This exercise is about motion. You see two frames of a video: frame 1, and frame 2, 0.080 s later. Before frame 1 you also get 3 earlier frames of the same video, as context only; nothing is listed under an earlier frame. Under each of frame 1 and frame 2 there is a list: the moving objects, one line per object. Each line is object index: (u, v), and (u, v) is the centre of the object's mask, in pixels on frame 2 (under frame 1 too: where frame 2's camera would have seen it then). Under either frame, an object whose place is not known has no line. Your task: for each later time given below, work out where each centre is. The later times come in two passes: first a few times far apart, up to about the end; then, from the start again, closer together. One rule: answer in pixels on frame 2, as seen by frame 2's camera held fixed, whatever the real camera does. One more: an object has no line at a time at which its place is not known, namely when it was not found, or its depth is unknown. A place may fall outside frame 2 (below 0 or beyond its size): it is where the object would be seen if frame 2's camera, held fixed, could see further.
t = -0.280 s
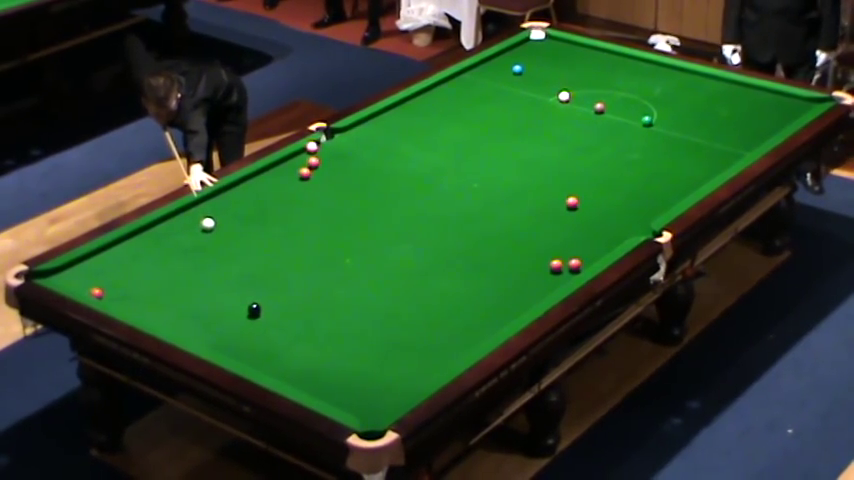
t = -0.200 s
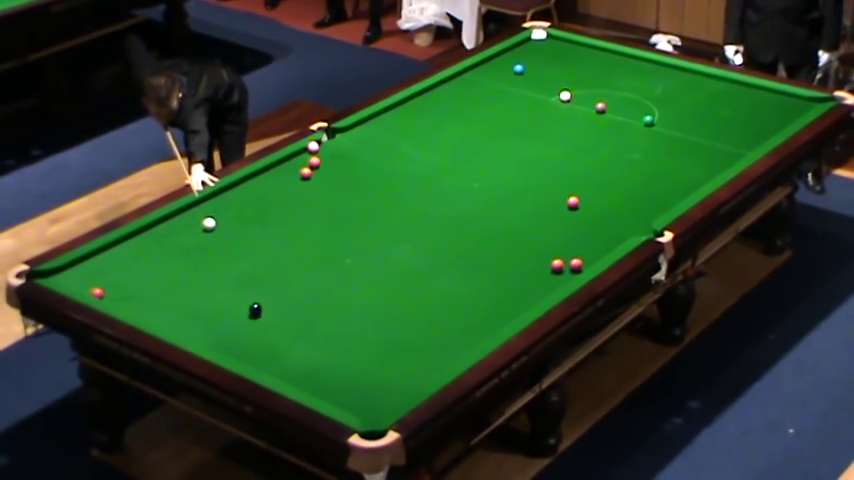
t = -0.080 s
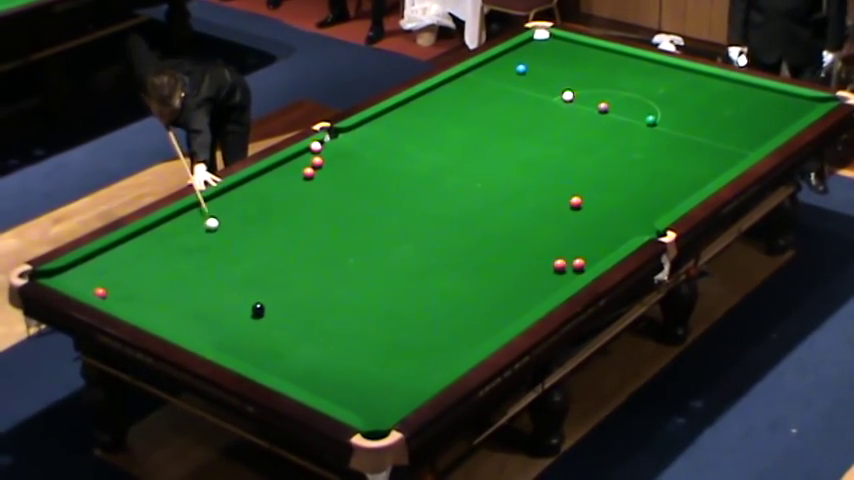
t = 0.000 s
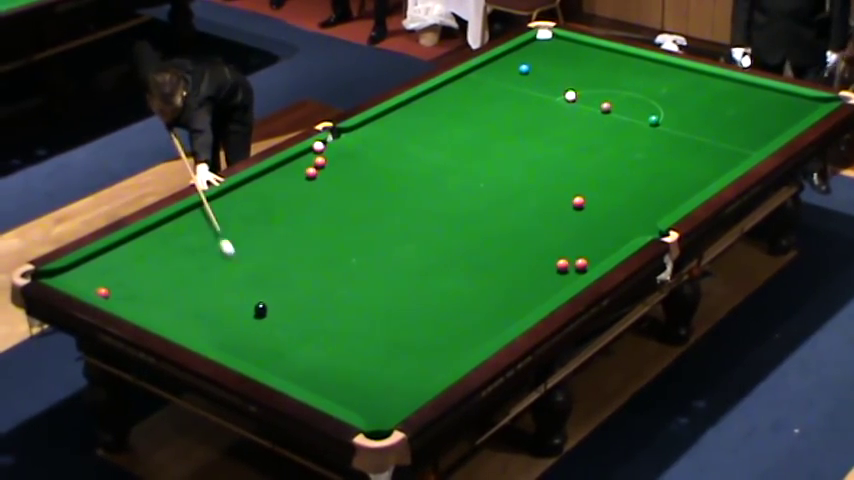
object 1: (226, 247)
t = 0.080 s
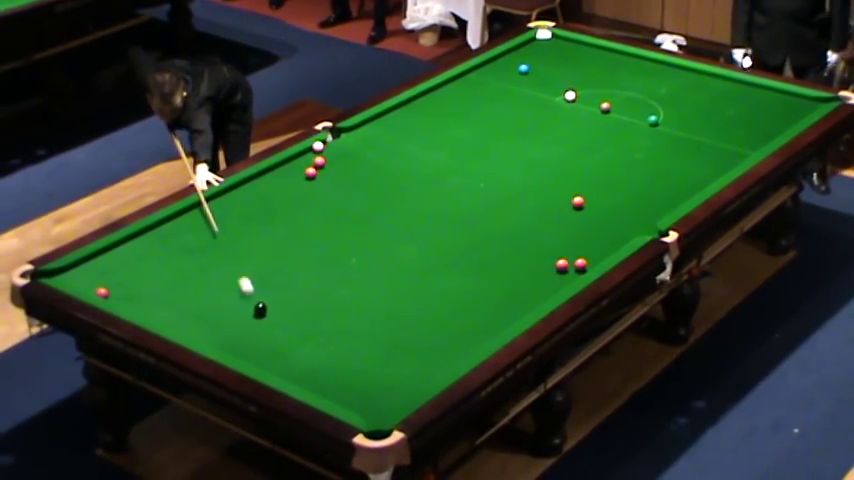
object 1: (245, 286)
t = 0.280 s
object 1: (222, 321)
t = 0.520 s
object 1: (228, 332)
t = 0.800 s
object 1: (295, 324)
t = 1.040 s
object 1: (349, 319)
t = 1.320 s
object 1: (410, 314)
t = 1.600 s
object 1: (468, 309)
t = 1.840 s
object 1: (517, 305)
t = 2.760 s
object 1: (531, 252)
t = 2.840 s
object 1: (531, 247)
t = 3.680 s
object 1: (524, 208)
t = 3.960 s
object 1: (522, 197)
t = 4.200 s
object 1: (521, 189)
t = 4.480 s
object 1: (519, 180)
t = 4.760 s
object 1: (518, 172)
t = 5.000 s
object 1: (517, 166)
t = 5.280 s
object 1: (516, 160)
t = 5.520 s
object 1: (514, 155)
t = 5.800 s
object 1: (513, 150)
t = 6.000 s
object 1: (513, 147)
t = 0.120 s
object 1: (252, 303)
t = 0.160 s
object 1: (244, 308)
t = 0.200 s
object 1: (236, 311)
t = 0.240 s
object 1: (229, 316)
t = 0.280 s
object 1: (222, 321)
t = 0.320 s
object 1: (215, 327)
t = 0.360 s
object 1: (209, 332)
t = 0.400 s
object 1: (204, 337)
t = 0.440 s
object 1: (209, 337)
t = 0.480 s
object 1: (219, 335)
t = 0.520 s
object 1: (228, 332)
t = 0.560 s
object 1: (238, 330)
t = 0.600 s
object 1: (248, 328)
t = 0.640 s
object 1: (257, 327)
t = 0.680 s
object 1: (267, 326)
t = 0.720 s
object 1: (276, 326)
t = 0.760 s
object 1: (286, 325)
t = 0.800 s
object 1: (295, 324)
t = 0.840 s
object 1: (304, 323)
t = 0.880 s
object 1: (313, 323)
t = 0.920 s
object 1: (322, 322)
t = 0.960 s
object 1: (331, 321)
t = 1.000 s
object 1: (340, 320)
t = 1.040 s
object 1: (349, 319)
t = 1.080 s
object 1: (358, 319)
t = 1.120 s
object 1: (367, 318)
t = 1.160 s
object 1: (375, 317)
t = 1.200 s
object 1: (384, 316)
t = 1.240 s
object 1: (393, 315)
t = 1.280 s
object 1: (402, 315)
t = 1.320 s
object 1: (410, 314)
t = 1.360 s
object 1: (419, 313)
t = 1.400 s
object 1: (427, 313)
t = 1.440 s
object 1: (436, 312)
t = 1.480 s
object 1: (444, 311)
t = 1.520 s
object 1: (452, 311)
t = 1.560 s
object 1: (460, 310)
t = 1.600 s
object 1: (468, 309)
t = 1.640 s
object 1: (476, 309)
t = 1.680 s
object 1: (485, 308)
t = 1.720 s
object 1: (493, 308)
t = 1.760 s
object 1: (501, 307)
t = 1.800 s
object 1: (509, 306)
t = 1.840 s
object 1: (517, 305)
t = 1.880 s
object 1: (525, 305)
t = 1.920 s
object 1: (532, 303)
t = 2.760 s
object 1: (531, 252)
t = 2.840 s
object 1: (531, 247)
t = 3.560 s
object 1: (525, 213)
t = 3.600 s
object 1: (524, 211)
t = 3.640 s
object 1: (524, 209)
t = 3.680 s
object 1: (524, 208)
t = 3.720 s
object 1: (523, 206)
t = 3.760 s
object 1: (520, 204)
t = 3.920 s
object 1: (522, 197)
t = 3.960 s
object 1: (522, 197)
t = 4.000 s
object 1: (522, 196)
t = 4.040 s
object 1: (522, 194)
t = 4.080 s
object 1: (521, 193)
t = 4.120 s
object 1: (521, 191)
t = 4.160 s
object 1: (521, 190)
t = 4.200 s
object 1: (521, 189)
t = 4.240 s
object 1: (521, 187)
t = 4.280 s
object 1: (520, 186)
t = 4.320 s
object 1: (520, 185)
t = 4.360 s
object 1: (520, 184)
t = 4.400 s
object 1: (520, 182)
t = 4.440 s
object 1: (519, 182)
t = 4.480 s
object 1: (519, 180)
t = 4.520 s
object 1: (519, 179)
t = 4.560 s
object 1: (519, 178)
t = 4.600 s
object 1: (519, 177)
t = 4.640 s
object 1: (519, 176)
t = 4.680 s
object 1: (518, 175)
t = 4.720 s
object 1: (518, 173)
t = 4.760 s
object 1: (518, 172)
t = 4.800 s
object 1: (518, 171)
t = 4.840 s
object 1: (517, 171)
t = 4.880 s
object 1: (517, 169)
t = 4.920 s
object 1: (517, 168)
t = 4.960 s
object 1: (517, 168)
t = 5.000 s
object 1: (517, 166)
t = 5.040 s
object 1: (516, 166)
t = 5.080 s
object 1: (516, 164)
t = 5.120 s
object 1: (516, 164)
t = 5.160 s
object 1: (516, 163)
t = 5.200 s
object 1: (516, 162)
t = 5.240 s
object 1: (516, 161)
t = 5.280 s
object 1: (516, 160)
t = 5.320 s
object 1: (515, 159)
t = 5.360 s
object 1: (515, 158)
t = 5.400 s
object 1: (515, 158)
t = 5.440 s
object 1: (514, 157)
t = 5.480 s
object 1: (514, 156)
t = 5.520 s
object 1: (514, 155)
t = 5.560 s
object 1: (514, 154)
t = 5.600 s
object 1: (514, 154)
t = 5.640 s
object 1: (514, 153)
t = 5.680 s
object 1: (513, 152)
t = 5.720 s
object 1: (513, 152)
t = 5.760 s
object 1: (513, 151)
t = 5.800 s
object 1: (513, 150)
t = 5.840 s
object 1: (513, 150)
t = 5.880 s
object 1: (513, 149)
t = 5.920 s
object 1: (513, 148)
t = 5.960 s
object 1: (513, 148)
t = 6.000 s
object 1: (513, 147)
